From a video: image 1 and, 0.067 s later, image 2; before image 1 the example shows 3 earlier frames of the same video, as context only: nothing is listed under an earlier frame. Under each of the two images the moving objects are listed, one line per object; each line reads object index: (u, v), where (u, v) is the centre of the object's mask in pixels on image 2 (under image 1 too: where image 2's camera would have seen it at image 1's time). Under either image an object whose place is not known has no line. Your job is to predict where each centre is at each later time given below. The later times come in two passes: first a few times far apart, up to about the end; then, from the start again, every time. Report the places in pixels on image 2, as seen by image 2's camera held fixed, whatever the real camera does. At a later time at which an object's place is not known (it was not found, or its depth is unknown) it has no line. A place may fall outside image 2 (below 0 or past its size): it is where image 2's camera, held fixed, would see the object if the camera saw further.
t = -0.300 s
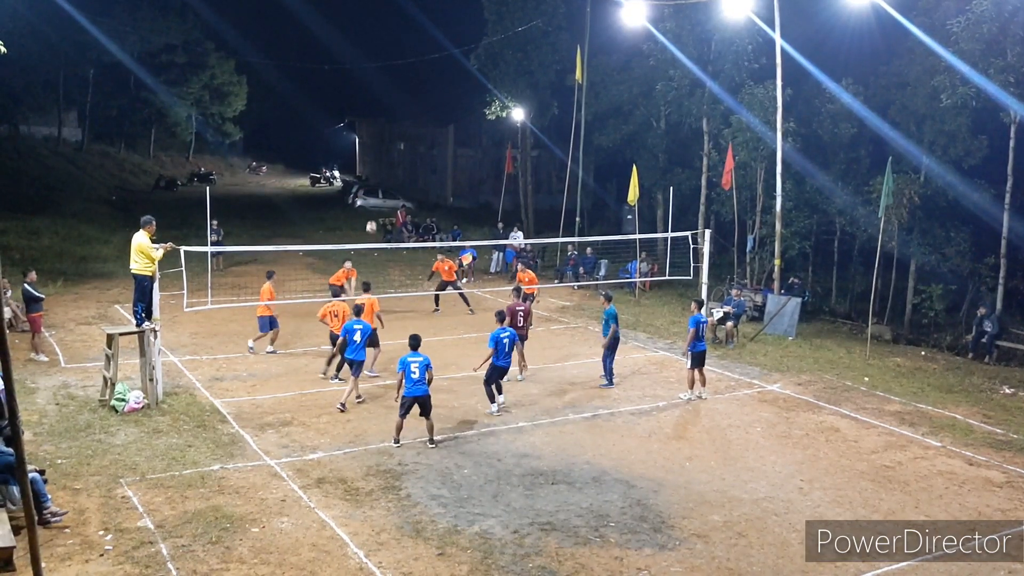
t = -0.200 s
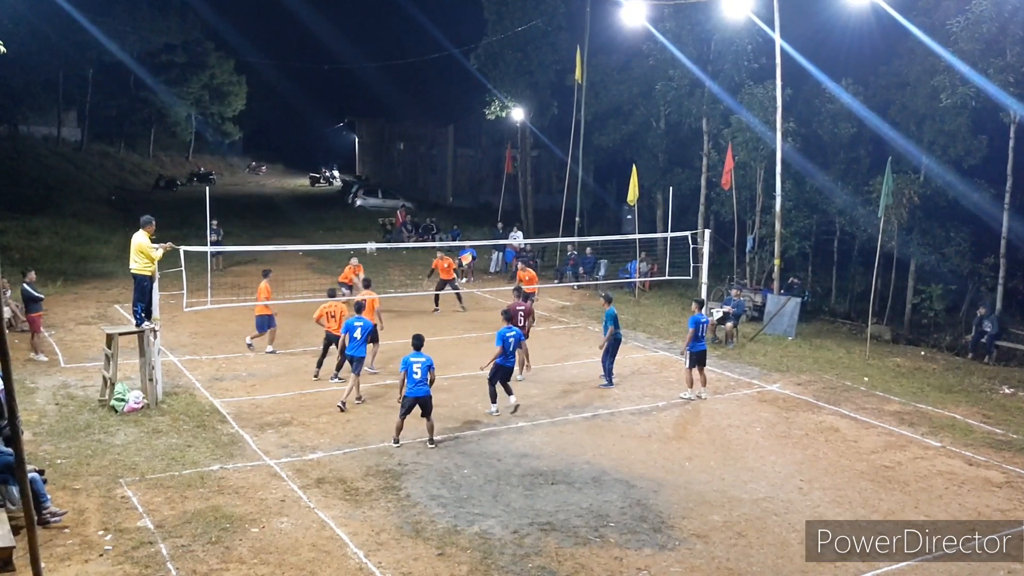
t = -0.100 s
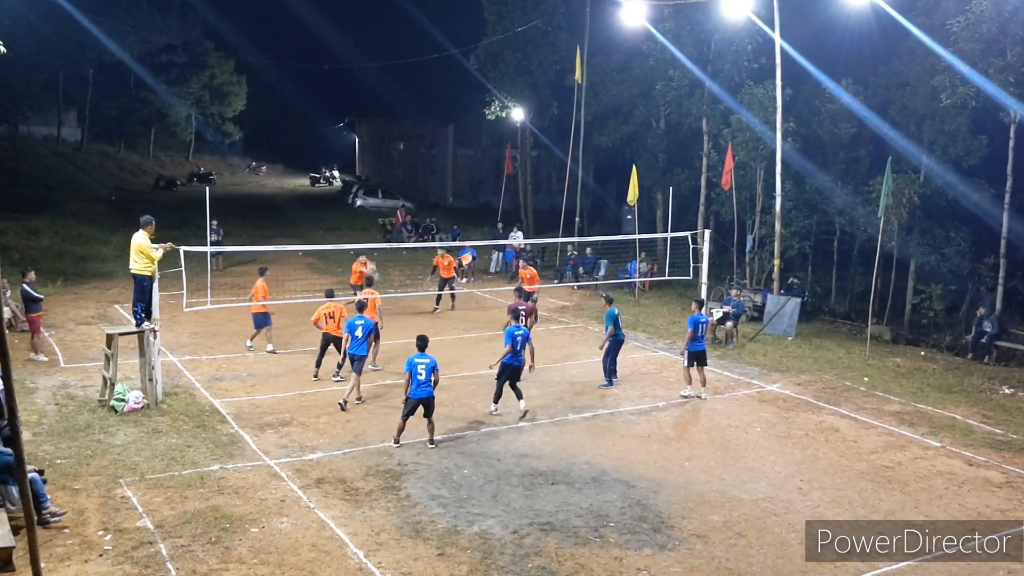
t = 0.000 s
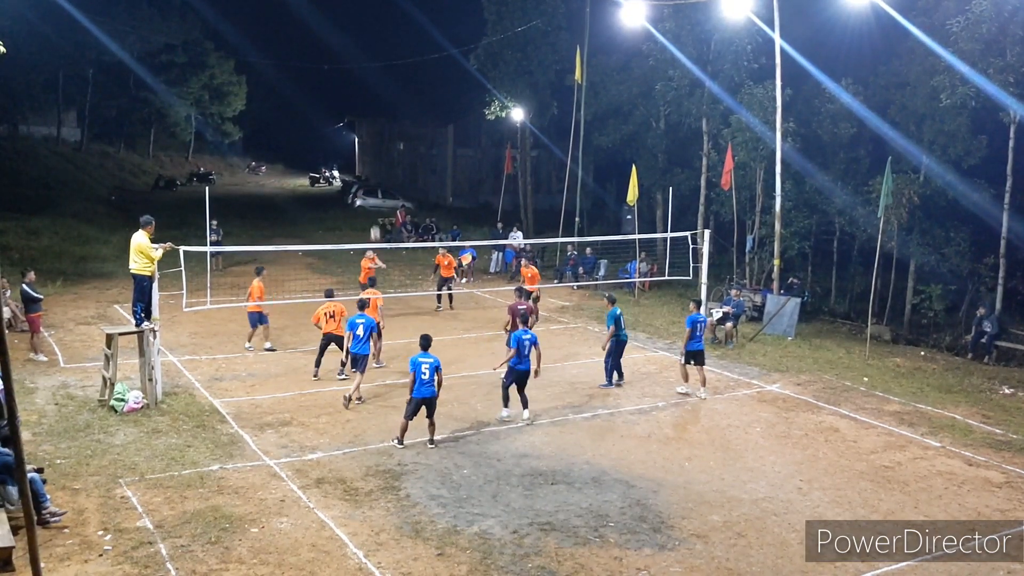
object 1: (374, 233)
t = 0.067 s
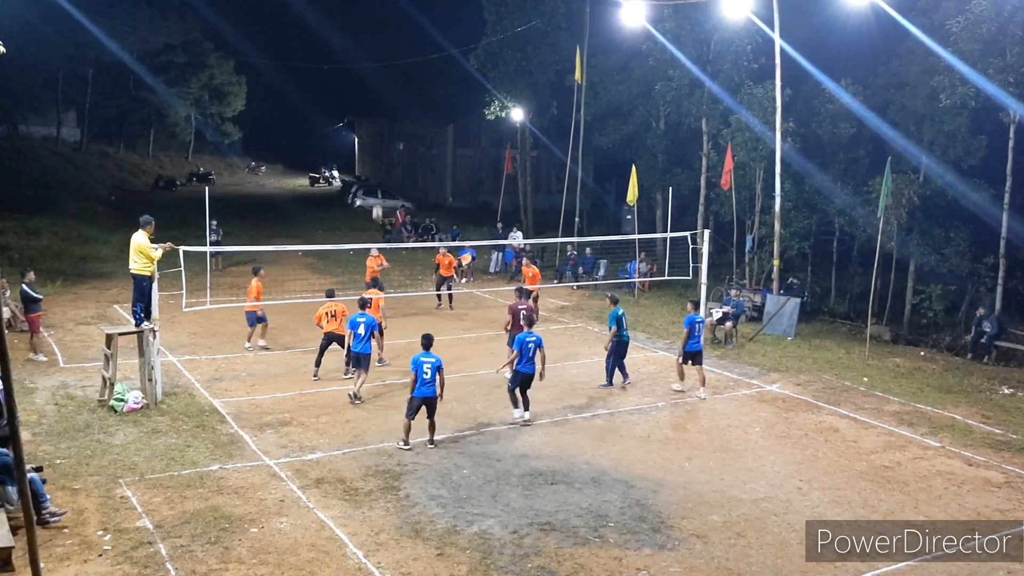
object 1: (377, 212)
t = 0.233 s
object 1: (383, 166)
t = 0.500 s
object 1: (394, 114)
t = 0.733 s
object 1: (404, 96)
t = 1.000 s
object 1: (417, 107)
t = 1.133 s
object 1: (423, 127)
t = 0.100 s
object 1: (378, 202)
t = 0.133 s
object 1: (380, 192)
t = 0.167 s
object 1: (381, 182)
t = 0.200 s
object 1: (382, 174)
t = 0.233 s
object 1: (383, 166)
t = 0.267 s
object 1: (384, 158)
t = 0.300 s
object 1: (386, 150)
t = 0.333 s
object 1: (387, 143)
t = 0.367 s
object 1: (385, 136)
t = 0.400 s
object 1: (387, 130)
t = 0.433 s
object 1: (391, 125)
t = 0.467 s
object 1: (393, 119)
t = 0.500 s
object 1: (394, 114)
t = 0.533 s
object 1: (396, 110)
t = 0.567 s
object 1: (397, 107)
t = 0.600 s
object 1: (398, 103)
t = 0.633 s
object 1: (400, 101)
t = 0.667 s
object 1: (401, 98)
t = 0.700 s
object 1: (403, 97)
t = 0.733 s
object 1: (404, 96)
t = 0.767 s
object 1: (406, 95)
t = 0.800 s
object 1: (408, 95)
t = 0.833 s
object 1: (409, 95)
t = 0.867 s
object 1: (410, 97)
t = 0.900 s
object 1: (412, 98)
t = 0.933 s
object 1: (413, 100)
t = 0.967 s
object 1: (415, 104)
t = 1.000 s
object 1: (417, 107)
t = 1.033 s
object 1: (418, 111)
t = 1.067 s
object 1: (420, 116)
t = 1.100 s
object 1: (422, 122)
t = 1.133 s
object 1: (423, 127)
